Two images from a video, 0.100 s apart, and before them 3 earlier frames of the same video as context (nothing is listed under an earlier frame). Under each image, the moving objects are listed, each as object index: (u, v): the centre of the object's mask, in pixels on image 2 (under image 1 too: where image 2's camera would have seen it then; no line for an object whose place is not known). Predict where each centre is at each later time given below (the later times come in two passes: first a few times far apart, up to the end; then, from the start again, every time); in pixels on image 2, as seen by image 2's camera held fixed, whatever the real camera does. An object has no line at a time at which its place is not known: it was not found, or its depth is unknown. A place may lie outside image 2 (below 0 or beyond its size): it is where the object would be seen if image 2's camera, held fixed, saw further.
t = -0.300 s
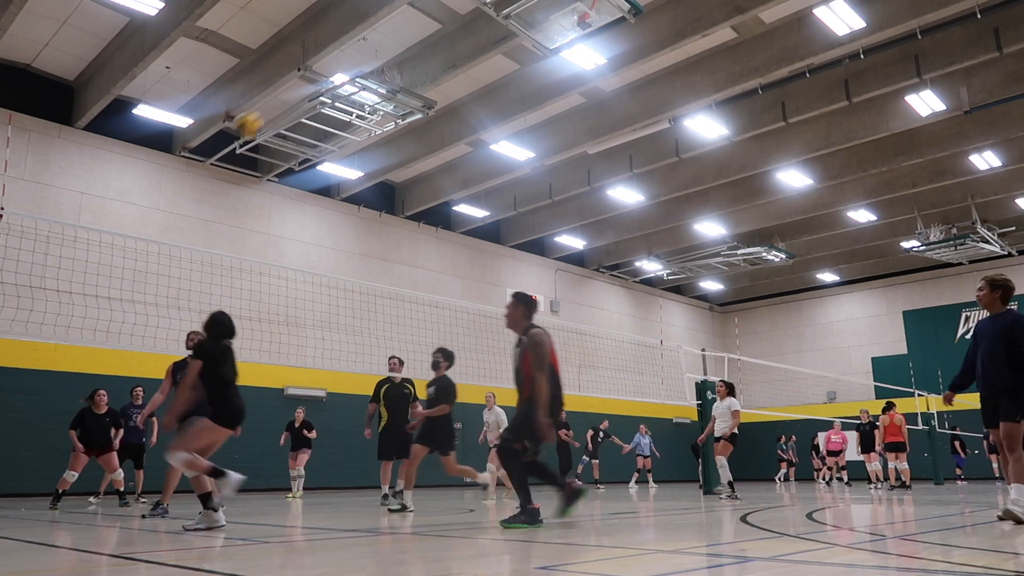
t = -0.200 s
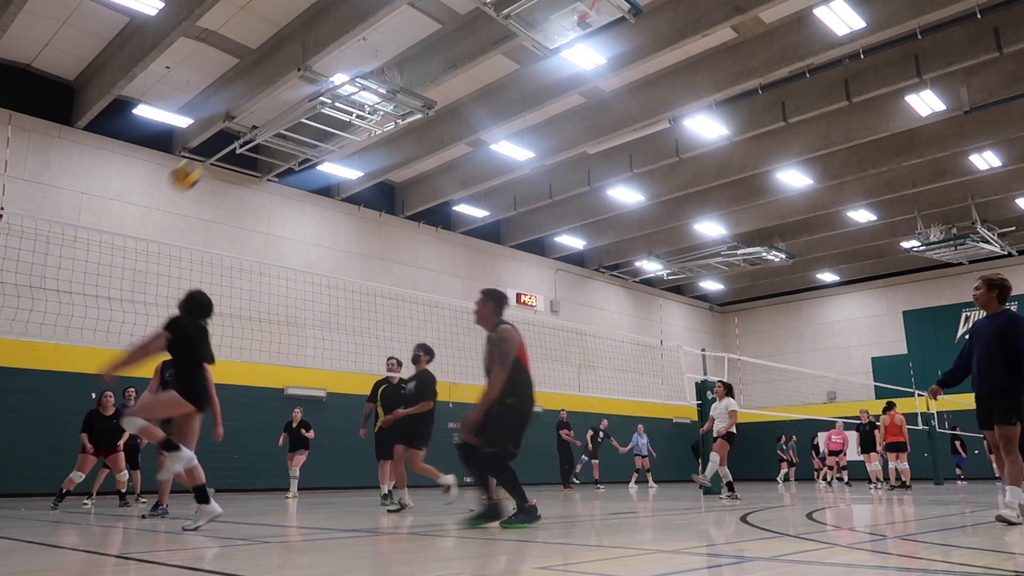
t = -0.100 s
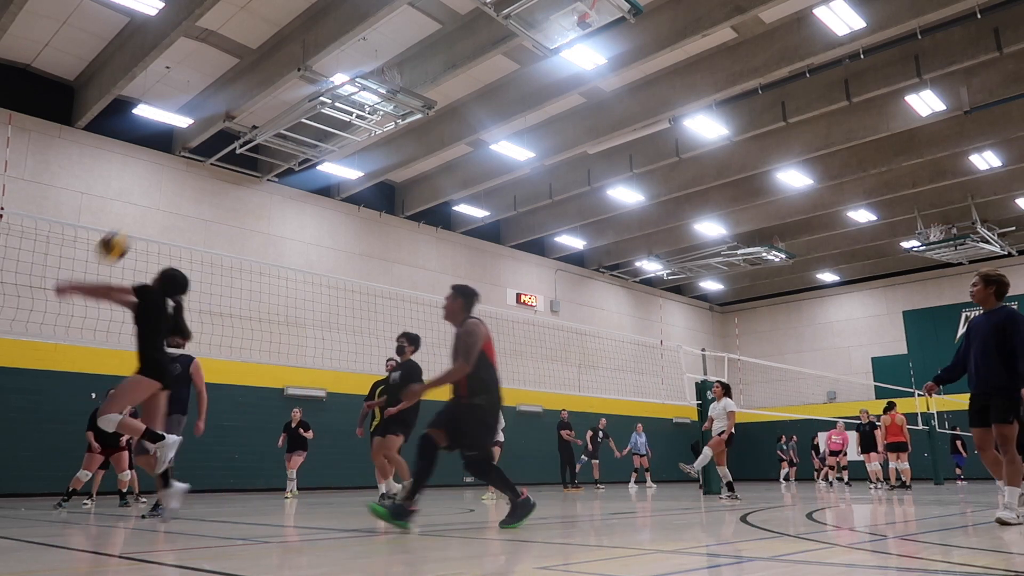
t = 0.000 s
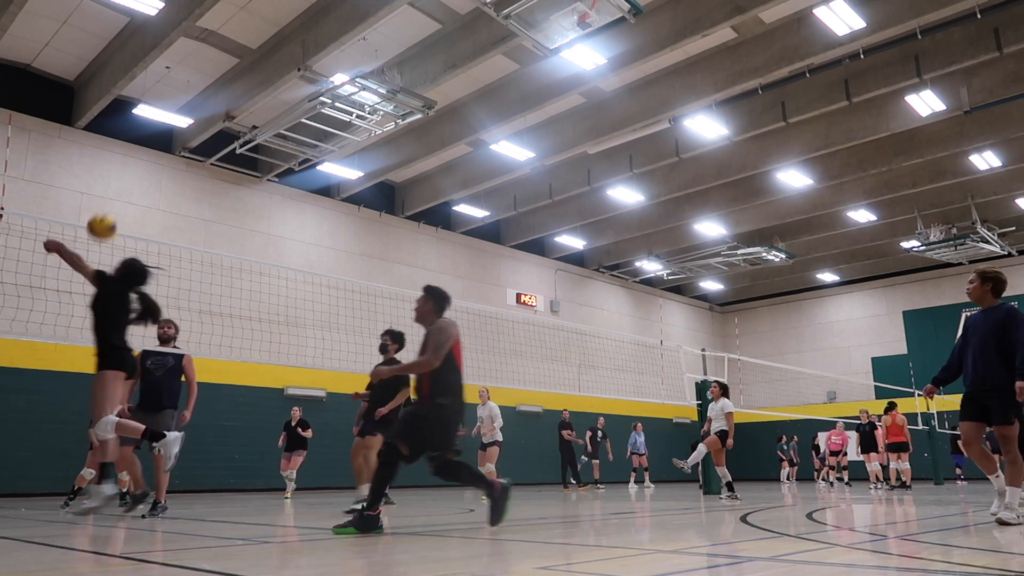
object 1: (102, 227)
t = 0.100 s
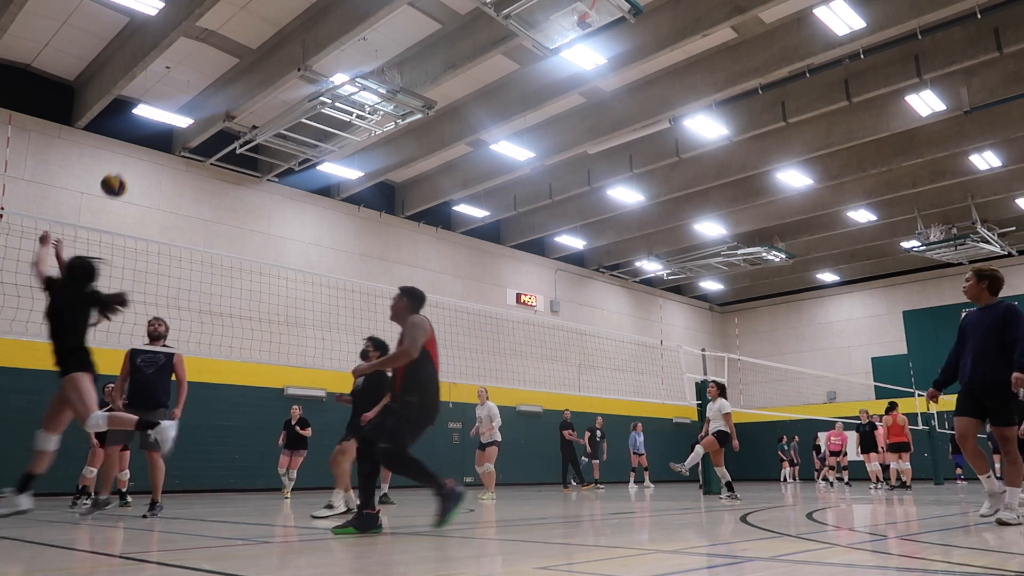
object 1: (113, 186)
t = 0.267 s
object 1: (128, 151)
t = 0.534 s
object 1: (140, 159)
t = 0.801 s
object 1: (144, 217)
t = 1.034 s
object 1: (142, 300)
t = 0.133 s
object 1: (117, 175)
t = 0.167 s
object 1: (120, 167)
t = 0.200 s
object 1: (123, 160)
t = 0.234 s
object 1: (125, 155)
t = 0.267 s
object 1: (128, 151)
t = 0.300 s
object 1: (130, 149)
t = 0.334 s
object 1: (132, 147)
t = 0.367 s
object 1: (134, 147)
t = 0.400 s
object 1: (135, 147)
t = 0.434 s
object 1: (137, 149)
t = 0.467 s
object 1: (138, 151)
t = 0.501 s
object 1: (139, 155)
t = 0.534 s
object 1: (140, 159)
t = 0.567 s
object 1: (141, 164)
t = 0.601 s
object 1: (142, 169)
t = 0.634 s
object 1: (143, 176)
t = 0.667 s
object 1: (143, 183)
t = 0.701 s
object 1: (143, 190)
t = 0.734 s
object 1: (144, 198)
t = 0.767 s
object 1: (144, 208)
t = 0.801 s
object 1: (144, 217)
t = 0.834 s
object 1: (144, 227)
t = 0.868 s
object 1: (144, 236)
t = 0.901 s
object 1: (144, 250)
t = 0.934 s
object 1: (144, 261)
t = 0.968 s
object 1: (143, 274)
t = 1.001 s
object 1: (143, 286)
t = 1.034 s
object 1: (142, 300)
